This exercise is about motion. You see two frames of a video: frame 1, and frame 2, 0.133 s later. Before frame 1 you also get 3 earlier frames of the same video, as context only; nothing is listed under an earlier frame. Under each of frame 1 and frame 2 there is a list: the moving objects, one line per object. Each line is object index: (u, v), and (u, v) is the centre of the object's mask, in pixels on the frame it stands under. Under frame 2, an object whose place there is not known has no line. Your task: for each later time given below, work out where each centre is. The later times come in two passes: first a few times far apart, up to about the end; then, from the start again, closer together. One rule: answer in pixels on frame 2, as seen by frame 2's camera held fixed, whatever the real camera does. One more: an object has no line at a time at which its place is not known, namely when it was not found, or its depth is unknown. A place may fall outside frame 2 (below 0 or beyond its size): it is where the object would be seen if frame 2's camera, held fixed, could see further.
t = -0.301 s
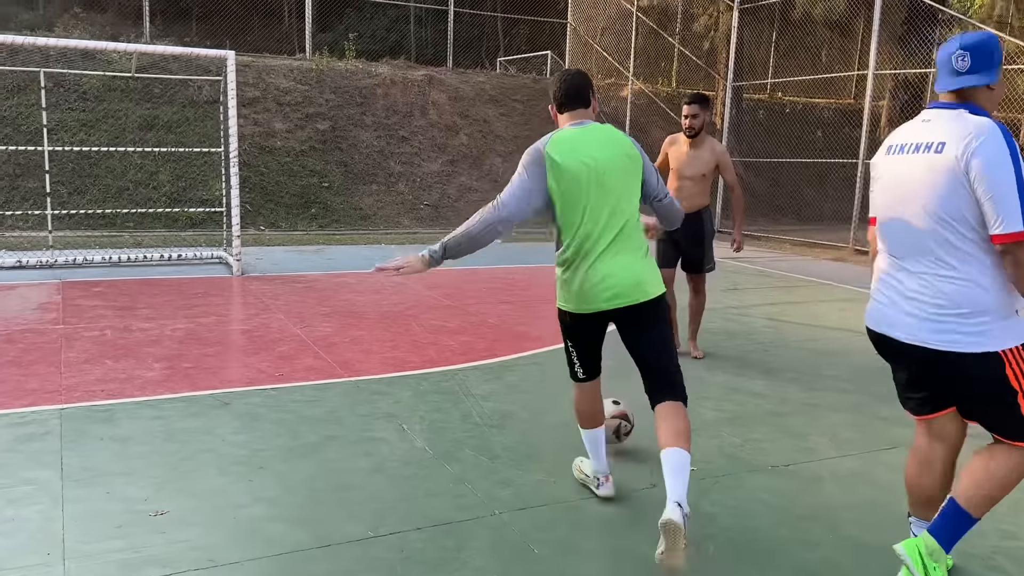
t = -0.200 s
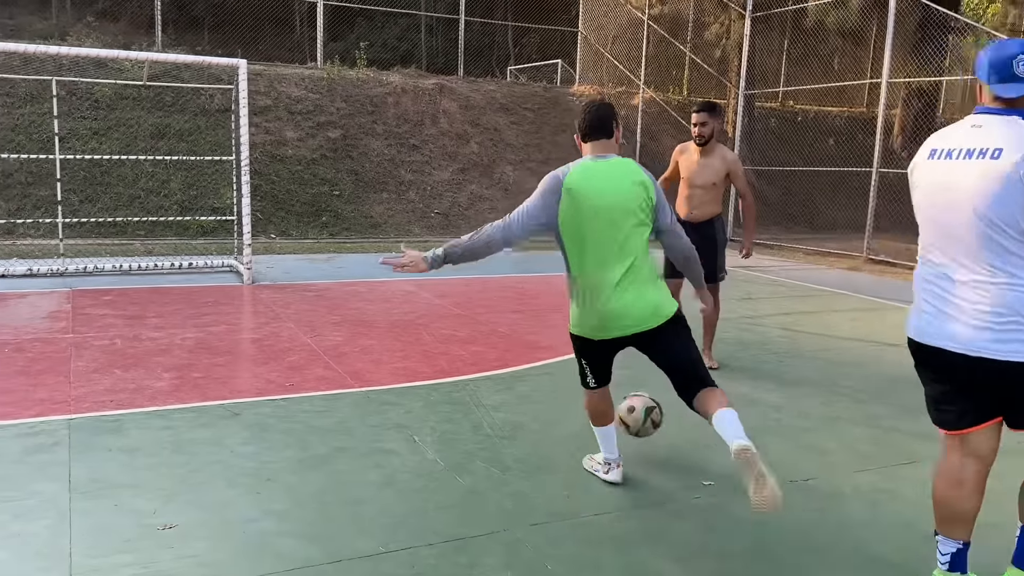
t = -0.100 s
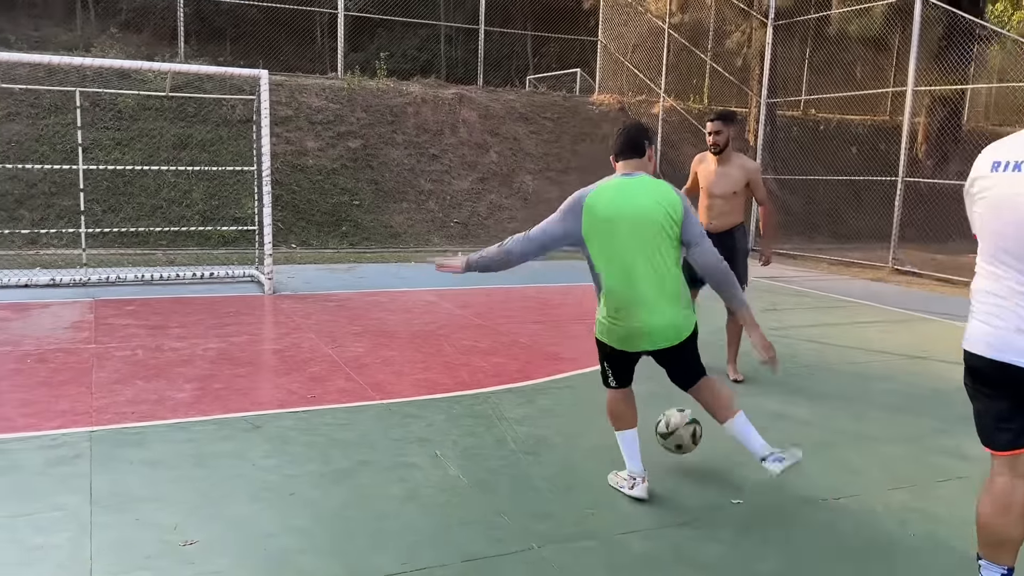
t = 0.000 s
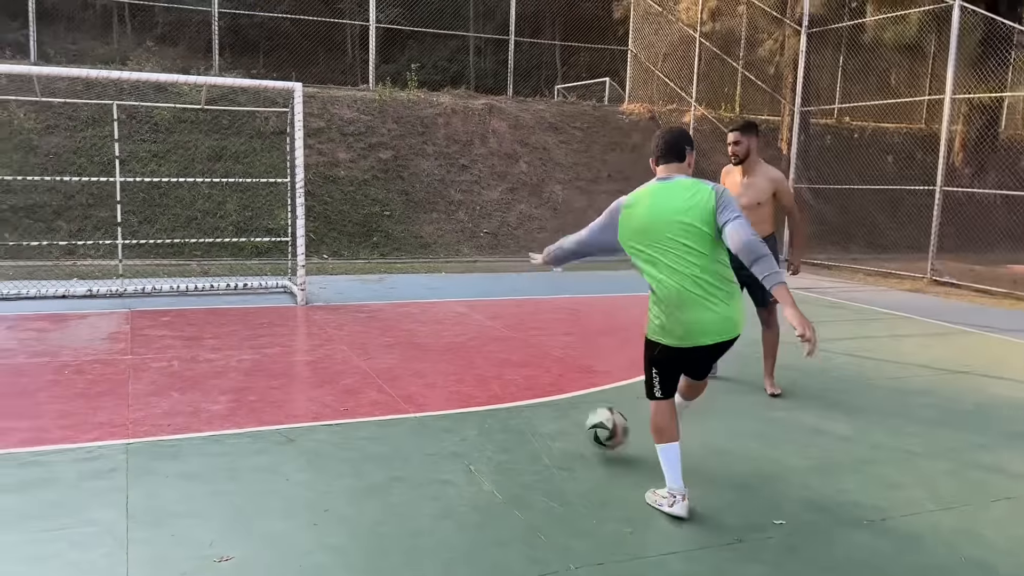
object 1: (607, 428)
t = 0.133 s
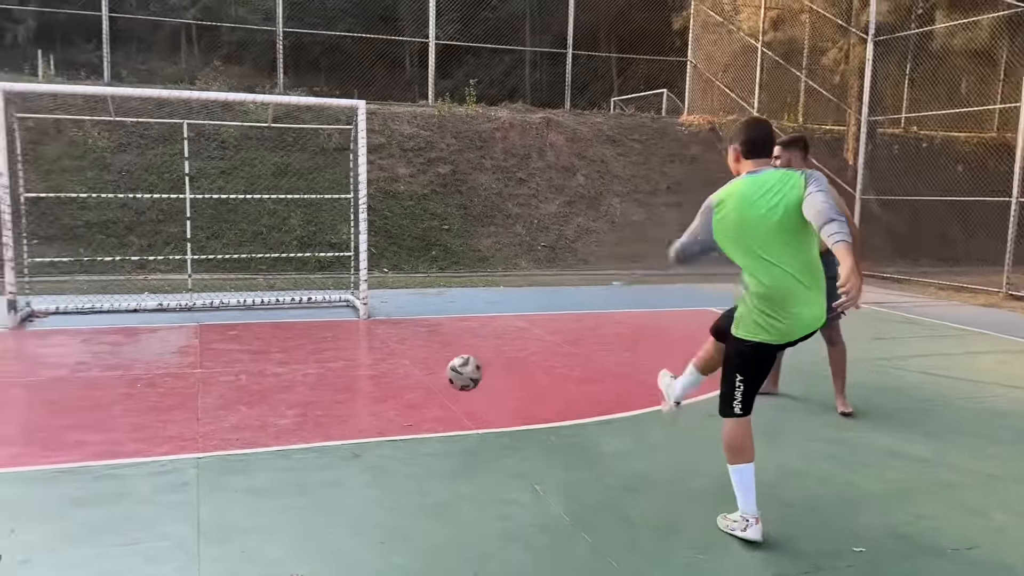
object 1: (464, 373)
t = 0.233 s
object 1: (344, 350)
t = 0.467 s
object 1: (145, 326)
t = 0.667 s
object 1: (27, 305)
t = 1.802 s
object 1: (357, 309)
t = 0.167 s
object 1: (421, 363)
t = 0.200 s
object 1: (382, 355)
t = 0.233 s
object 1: (344, 350)
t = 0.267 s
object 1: (309, 347)
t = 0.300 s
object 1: (277, 346)
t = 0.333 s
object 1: (246, 347)
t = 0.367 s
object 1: (216, 350)
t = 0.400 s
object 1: (191, 347)
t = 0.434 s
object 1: (168, 336)
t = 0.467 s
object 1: (145, 326)
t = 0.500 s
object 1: (124, 318)
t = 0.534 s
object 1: (103, 312)
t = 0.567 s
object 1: (83, 309)
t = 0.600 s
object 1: (64, 305)
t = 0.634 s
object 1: (43, 305)
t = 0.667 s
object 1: (27, 305)
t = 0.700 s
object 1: (17, 306)
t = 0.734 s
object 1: (15, 293)
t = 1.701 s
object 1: (336, 311)
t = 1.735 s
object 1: (343, 309)
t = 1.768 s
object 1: (349, 308)
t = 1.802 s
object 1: (357, 309)
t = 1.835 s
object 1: (363, 310)
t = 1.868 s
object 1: (371, 312)
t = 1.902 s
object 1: (378, 315)
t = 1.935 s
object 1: (385, 320)
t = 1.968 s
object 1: (391, 327)
